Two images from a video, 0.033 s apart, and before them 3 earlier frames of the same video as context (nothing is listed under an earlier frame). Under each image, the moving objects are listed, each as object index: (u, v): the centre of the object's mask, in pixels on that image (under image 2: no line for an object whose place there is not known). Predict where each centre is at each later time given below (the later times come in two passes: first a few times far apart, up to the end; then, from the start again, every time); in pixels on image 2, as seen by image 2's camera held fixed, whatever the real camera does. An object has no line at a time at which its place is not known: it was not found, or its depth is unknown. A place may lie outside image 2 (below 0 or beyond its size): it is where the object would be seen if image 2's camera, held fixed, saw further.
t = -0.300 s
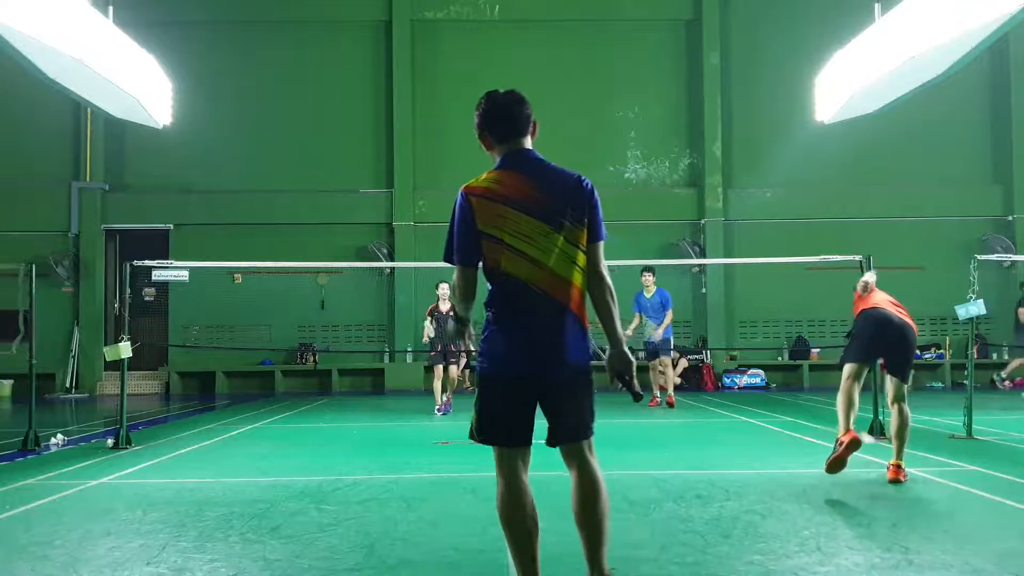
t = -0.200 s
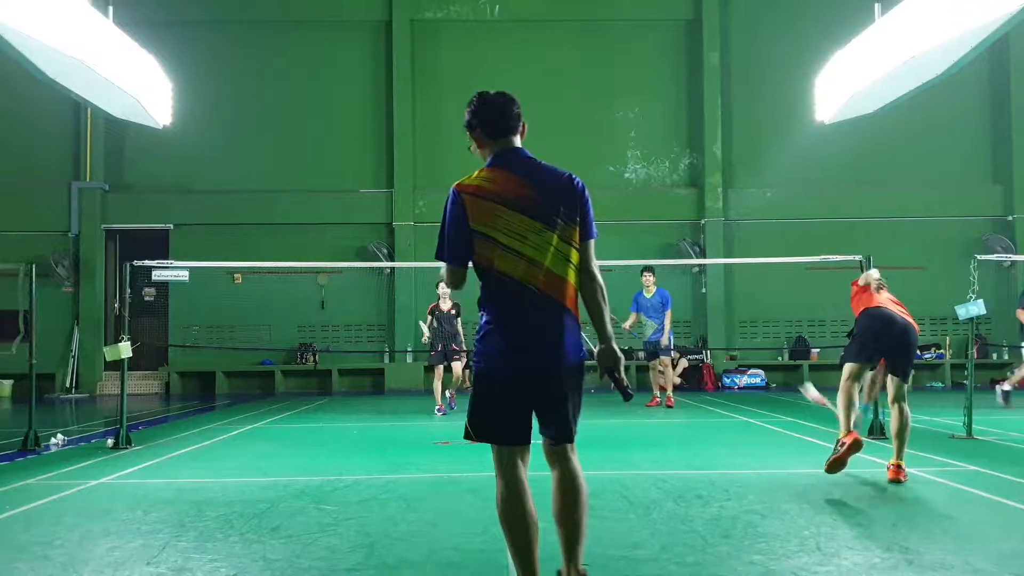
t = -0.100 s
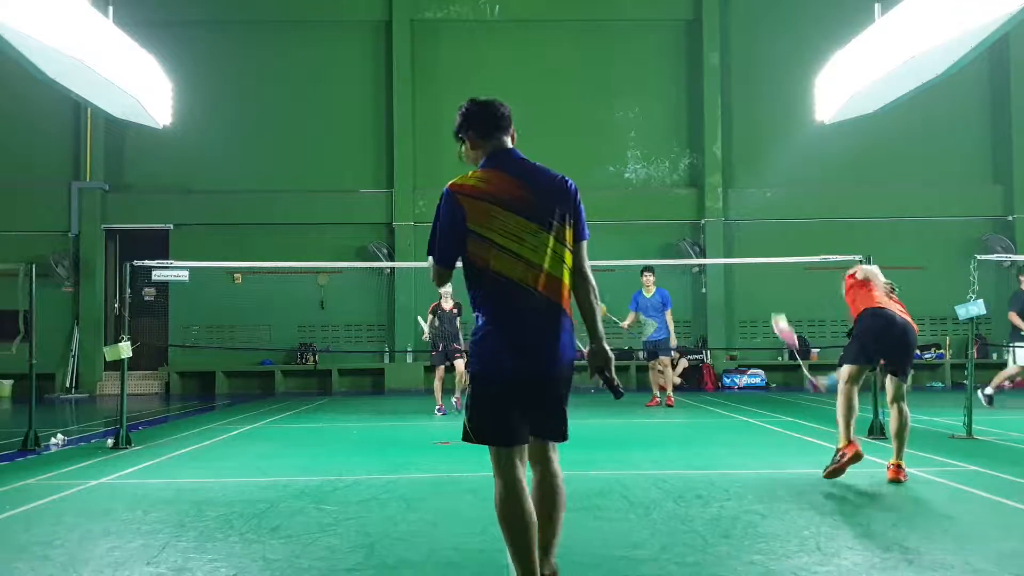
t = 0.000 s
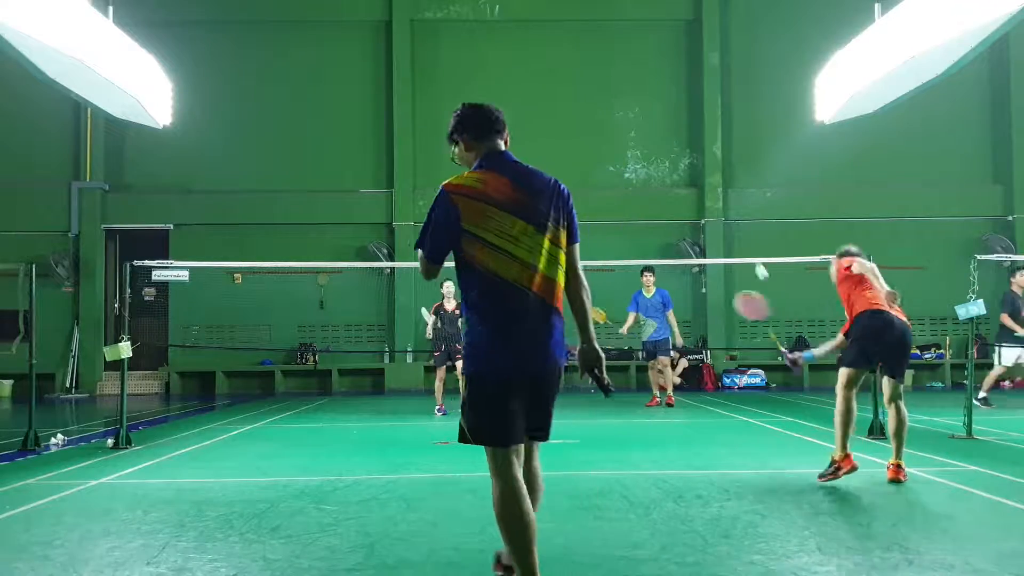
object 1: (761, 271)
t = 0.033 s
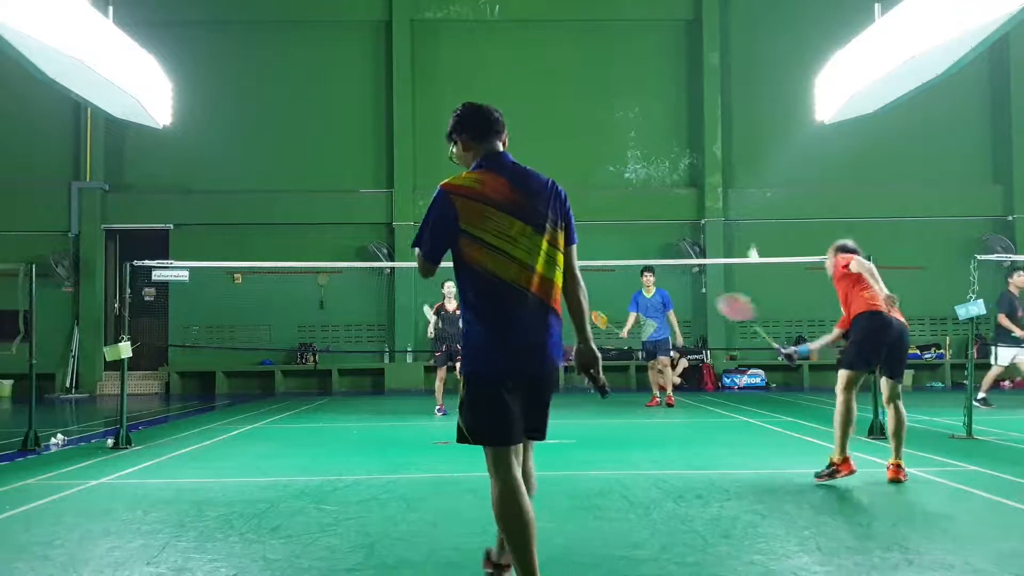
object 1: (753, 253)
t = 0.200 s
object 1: (729, 203)
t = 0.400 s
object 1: (706, 189)
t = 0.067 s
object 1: (748, 241)
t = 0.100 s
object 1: (741, 229)
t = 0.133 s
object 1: (737, 218)
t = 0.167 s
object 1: (732, 210)
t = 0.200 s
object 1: (729, 203)
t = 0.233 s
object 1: (725, 196)
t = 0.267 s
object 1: (722, 192)
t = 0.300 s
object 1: (718, 189)
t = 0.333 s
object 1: (715, 188)
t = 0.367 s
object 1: (710, 188)
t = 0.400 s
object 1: (706, 189)
